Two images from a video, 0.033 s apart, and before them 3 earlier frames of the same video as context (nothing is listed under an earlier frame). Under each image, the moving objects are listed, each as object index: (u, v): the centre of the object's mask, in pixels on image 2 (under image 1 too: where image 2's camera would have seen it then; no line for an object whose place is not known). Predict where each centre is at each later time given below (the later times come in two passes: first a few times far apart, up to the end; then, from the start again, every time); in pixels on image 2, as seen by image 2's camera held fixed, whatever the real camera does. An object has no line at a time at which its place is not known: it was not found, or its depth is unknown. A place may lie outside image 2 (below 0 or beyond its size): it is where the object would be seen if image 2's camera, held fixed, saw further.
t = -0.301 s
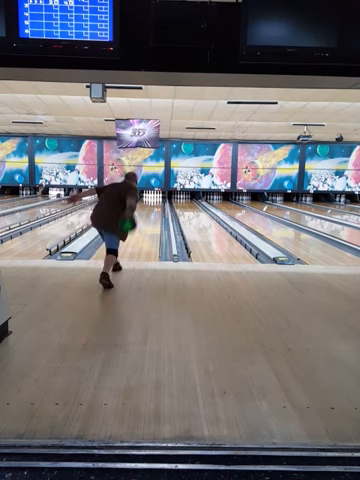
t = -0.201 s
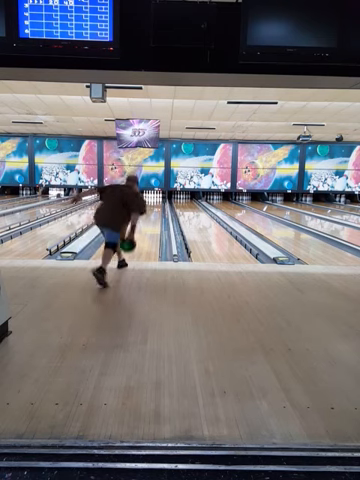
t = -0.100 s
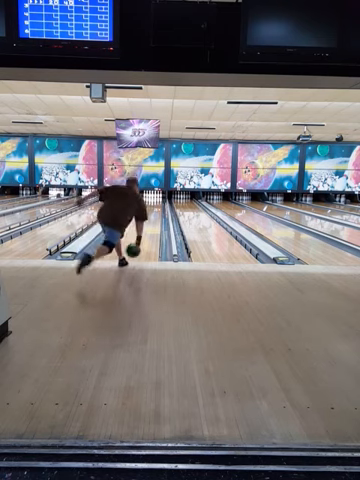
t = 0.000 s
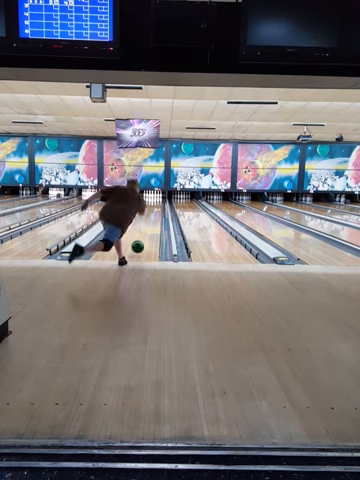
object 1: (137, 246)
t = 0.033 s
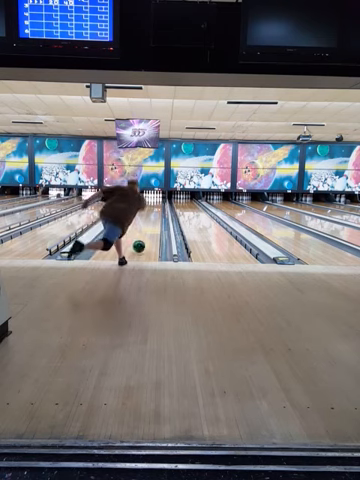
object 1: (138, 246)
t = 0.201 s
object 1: (143, 237)
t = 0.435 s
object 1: (148, 226)
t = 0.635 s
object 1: (150, 219)
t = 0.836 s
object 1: (152, 214)
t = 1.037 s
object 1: (154, 210)
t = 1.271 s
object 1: (155, 207)
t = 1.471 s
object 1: (156, 204)
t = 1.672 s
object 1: (156, 202)
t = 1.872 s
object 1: (156, 200)
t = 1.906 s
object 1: (156, 200)
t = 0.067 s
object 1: (139, 246)
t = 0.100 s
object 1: (140, 243)
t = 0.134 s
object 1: (141, 241)
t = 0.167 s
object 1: (142, 239)
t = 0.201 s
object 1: (143, 237)
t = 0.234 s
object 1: (144, 235)
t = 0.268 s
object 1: (144, 233)
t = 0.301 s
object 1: (145, 231)
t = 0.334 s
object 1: (146, 230)
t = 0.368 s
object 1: (146, 228)
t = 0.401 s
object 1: (147, 227)
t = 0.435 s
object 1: (148, 226)
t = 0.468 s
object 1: (148, 224)
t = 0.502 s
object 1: (149, 223)
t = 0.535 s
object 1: (149, 222)
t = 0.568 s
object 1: (149, 221)
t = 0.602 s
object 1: (150, 220)
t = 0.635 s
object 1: (150, 219)
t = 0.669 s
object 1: (151, 218)
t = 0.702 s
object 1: (151, 218)
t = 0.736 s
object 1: (152, 217)
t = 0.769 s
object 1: (152, 216)
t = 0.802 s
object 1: (152, 215)
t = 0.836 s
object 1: (152, 214)
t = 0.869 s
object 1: (153, 214)
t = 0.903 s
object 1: (153, 213)
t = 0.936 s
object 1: (154, 212)
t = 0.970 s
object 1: (154, 211)
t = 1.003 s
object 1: (154, 211)
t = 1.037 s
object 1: (154, 210)
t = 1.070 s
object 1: (154, 209)
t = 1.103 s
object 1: (154, 209)
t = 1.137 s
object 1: (154, 209)
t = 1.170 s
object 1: (154, 208)
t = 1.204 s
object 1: (155, 208)
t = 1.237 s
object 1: (155, 207)
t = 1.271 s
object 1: (155, 207)
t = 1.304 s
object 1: (155, 207)
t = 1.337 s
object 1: (155, 206)
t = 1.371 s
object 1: (156, 206)
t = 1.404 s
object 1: (155, 205)
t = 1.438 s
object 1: (156, 205)
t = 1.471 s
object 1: (156, 204)
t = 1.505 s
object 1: (156, 203)
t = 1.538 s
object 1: (156, 203)
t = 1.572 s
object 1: (156, 202)
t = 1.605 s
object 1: (156, 202)
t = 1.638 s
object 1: (156, 202)
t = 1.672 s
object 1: (156, 202)
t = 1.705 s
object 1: (156, 202)
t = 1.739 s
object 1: (156, 202)
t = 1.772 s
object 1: (156, 201)
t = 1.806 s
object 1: (156, 201)
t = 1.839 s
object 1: (156, 201)
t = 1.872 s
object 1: (156, 200)
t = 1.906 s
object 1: (156, 200)
